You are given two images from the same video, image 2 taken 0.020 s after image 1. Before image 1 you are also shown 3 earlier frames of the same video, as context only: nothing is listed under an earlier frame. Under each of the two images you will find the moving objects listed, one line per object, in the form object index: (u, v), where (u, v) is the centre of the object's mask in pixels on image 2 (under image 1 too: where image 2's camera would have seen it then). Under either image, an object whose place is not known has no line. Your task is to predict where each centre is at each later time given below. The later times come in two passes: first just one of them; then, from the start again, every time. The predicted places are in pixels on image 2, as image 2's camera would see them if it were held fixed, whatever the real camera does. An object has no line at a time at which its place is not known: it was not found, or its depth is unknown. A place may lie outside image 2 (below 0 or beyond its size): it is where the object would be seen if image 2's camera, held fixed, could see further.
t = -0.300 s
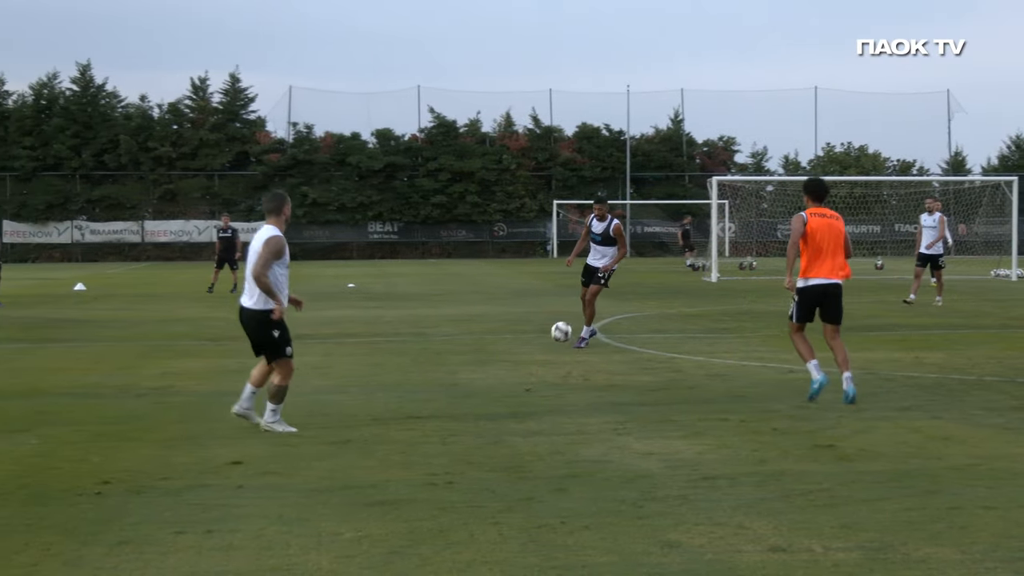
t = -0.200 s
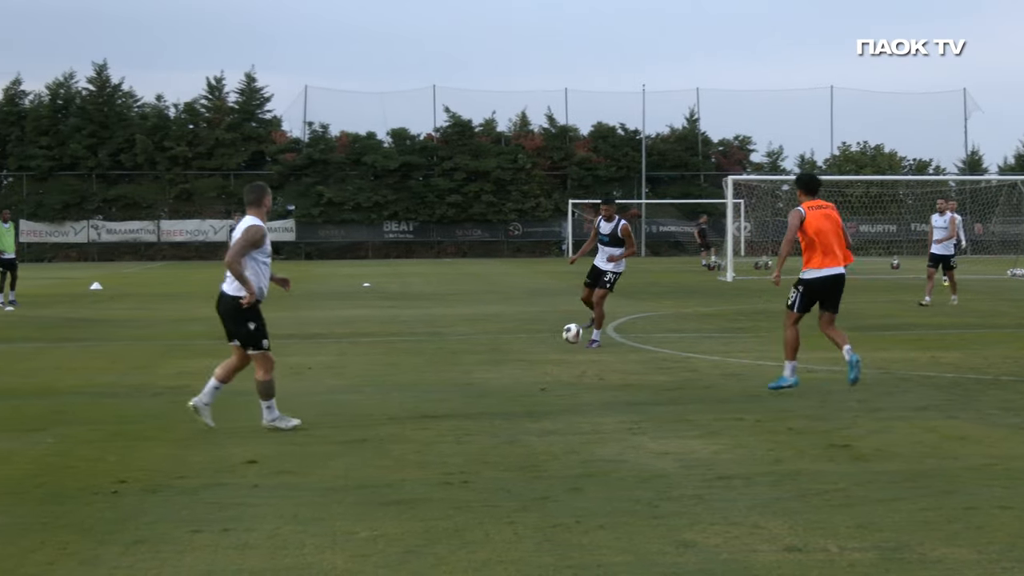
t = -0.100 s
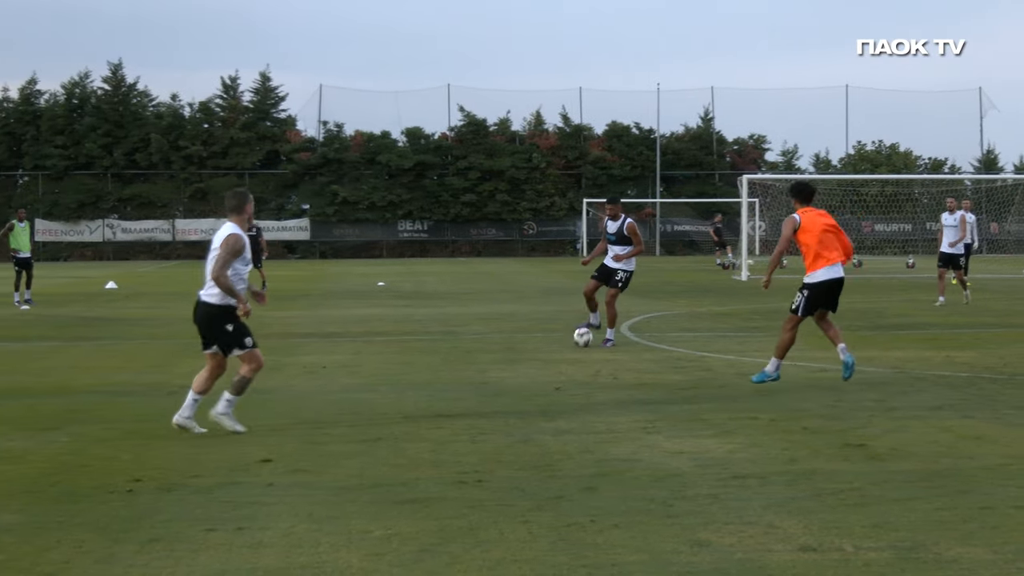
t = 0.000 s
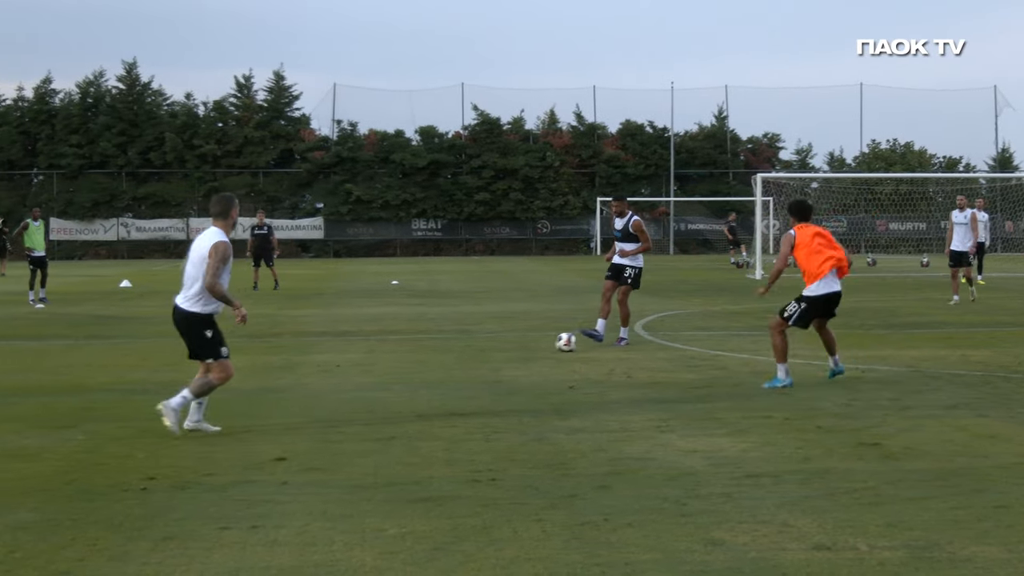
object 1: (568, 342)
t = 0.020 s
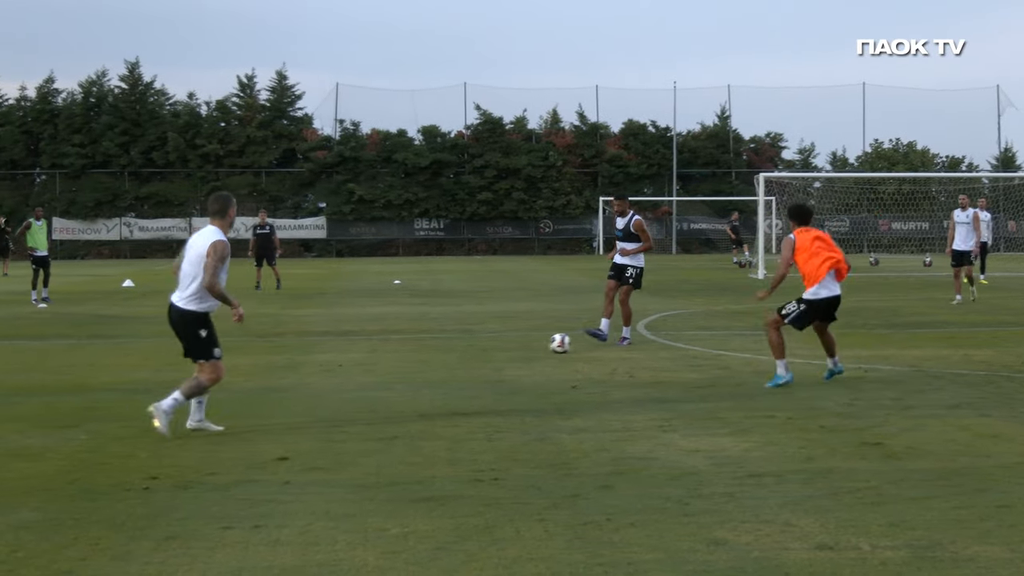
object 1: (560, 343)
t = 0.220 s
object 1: (465, 362)
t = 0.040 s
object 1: (551, 344)
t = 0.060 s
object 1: (543, 345)
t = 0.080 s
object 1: (534, 347)
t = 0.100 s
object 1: (525, 348)
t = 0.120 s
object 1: (516, 350)
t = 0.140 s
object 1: (506, 353)
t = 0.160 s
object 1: (496, 356)
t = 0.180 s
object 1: (486, 359)
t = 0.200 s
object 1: (476, 361)
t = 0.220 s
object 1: (465, 362)
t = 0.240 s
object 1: (455, 362)
